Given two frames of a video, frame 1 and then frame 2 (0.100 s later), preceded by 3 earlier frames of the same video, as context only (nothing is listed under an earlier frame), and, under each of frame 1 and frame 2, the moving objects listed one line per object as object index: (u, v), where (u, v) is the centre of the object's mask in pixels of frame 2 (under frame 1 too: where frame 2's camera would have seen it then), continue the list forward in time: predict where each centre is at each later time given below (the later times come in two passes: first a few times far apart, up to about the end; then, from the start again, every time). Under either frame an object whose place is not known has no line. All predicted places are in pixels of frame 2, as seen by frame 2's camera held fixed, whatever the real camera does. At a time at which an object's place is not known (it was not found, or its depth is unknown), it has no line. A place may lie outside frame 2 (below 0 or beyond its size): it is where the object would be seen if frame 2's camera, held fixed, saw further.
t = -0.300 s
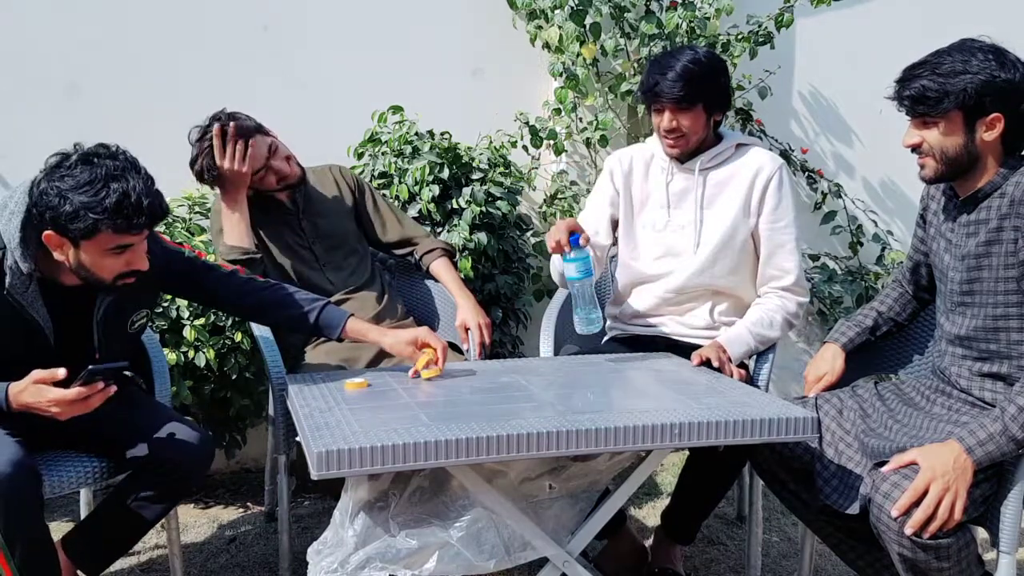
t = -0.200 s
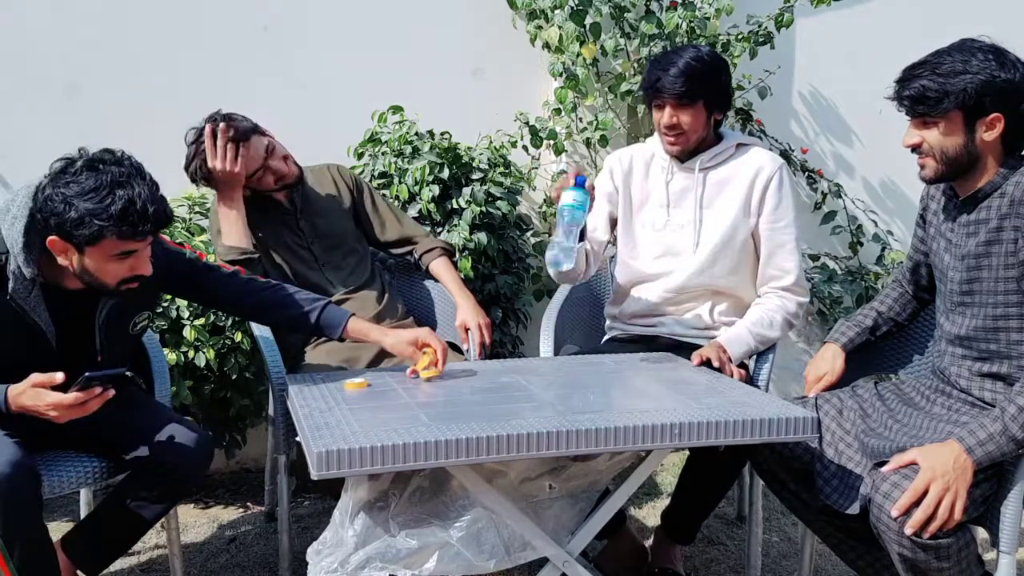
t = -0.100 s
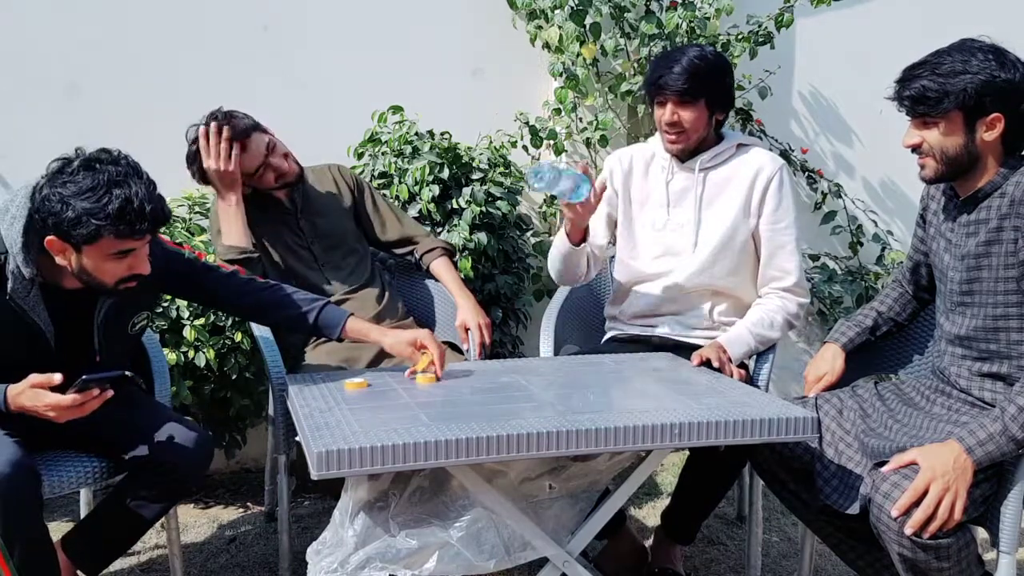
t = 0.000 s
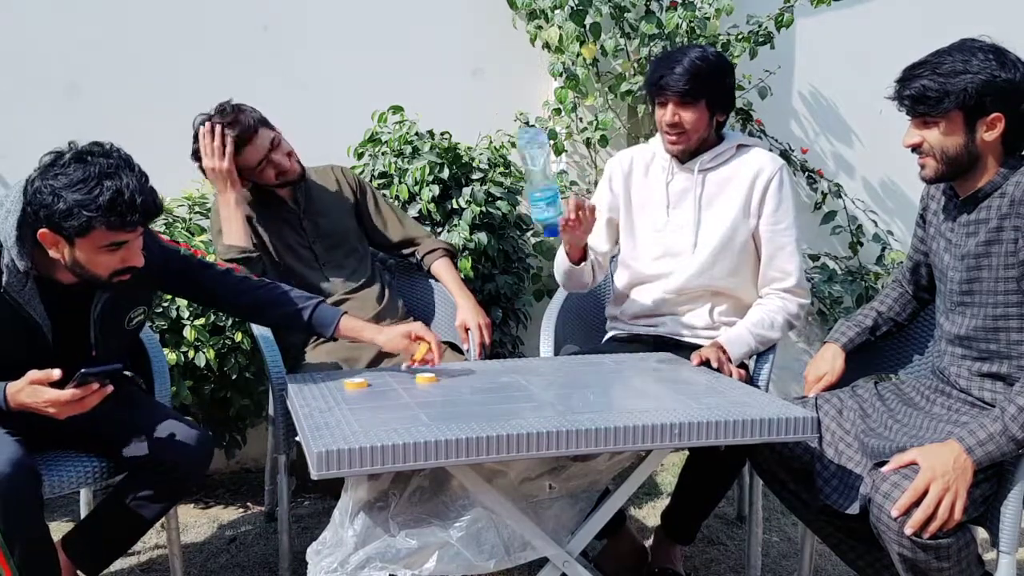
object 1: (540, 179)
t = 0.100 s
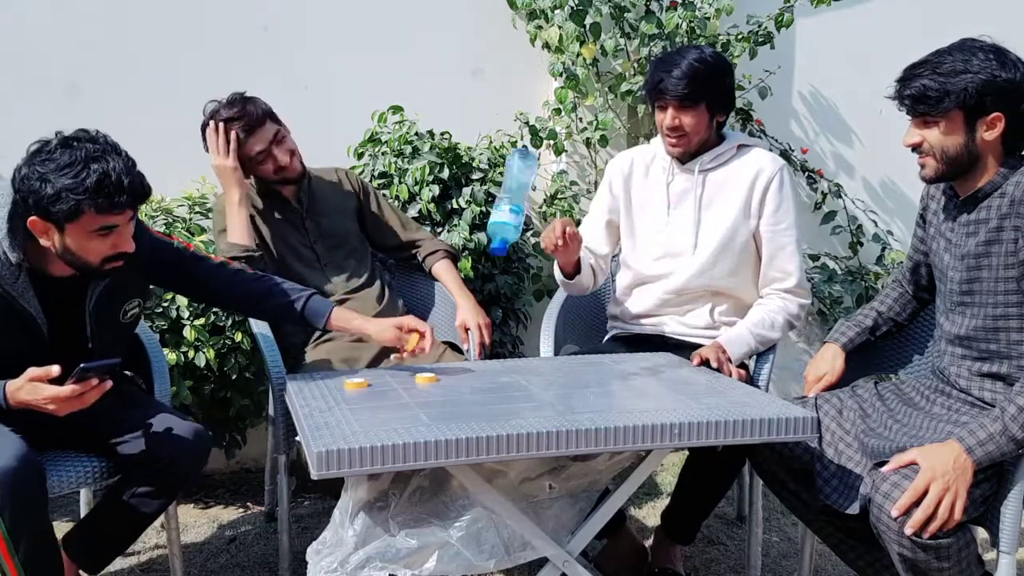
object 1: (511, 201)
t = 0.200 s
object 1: (489, 256)
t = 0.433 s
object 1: (464, 392)
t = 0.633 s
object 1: (475, 394)
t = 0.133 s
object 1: (503, 214)
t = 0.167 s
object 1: (495, 232)
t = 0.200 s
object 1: (489, 256)
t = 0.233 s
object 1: (484, 287)
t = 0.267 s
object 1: (479, 324)
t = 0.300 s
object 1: (474, 355)
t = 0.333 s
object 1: (467, 374)
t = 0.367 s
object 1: (465, 386)
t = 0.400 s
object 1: (465, 388)
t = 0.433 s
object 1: (464, 392)
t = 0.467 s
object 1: (466, 393)
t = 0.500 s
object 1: (466, 394)
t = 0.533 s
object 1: (466, 394)
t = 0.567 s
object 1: (469, 394)
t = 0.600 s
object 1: (472, 394)
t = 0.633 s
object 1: (475, 394)
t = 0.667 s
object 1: (477, 395)
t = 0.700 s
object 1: (479, 395)
